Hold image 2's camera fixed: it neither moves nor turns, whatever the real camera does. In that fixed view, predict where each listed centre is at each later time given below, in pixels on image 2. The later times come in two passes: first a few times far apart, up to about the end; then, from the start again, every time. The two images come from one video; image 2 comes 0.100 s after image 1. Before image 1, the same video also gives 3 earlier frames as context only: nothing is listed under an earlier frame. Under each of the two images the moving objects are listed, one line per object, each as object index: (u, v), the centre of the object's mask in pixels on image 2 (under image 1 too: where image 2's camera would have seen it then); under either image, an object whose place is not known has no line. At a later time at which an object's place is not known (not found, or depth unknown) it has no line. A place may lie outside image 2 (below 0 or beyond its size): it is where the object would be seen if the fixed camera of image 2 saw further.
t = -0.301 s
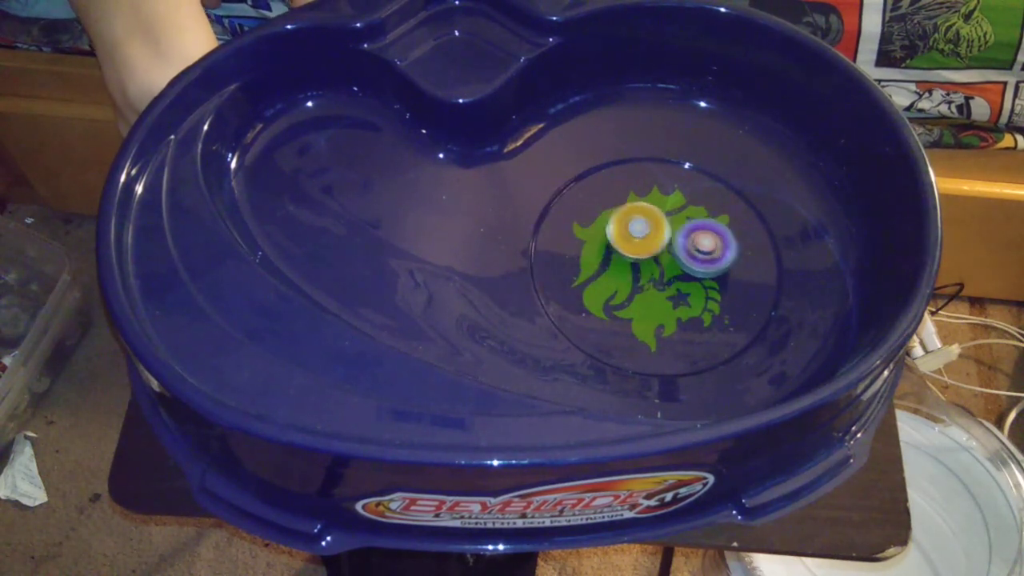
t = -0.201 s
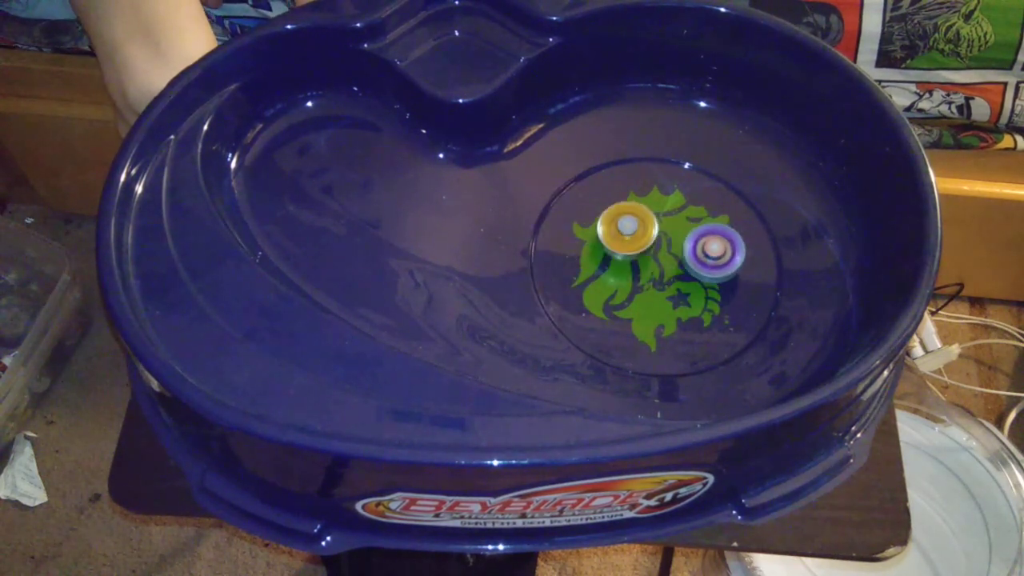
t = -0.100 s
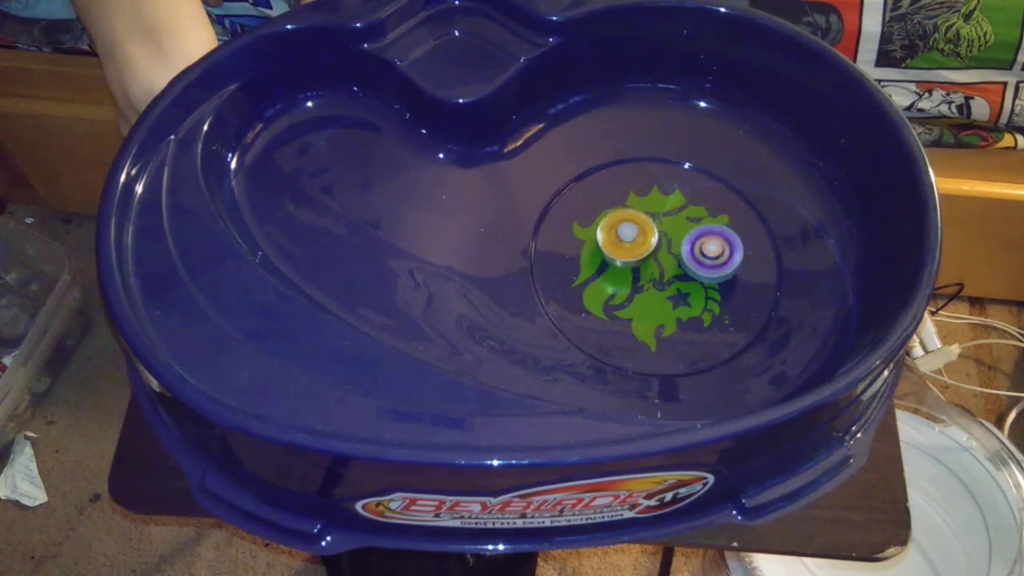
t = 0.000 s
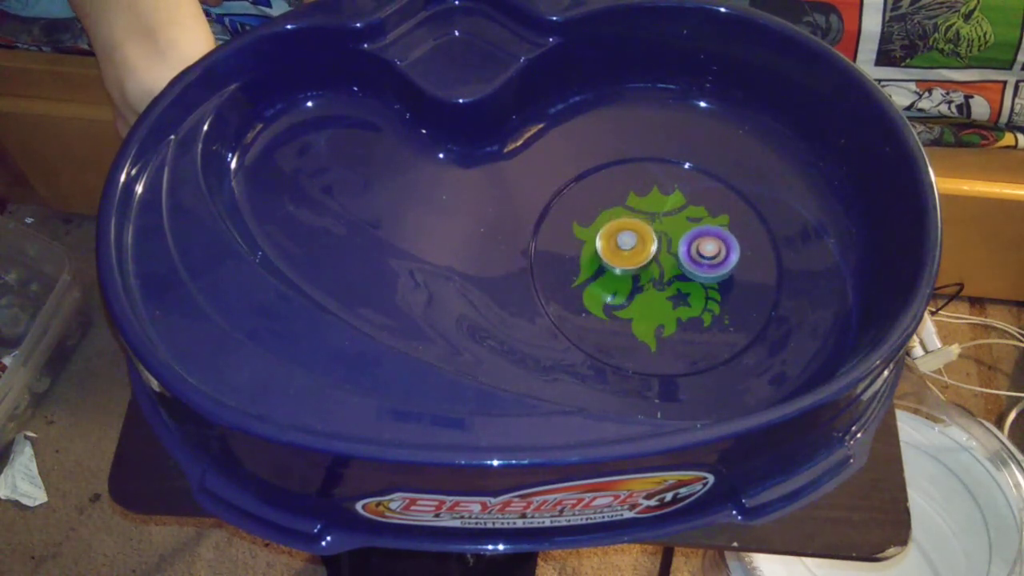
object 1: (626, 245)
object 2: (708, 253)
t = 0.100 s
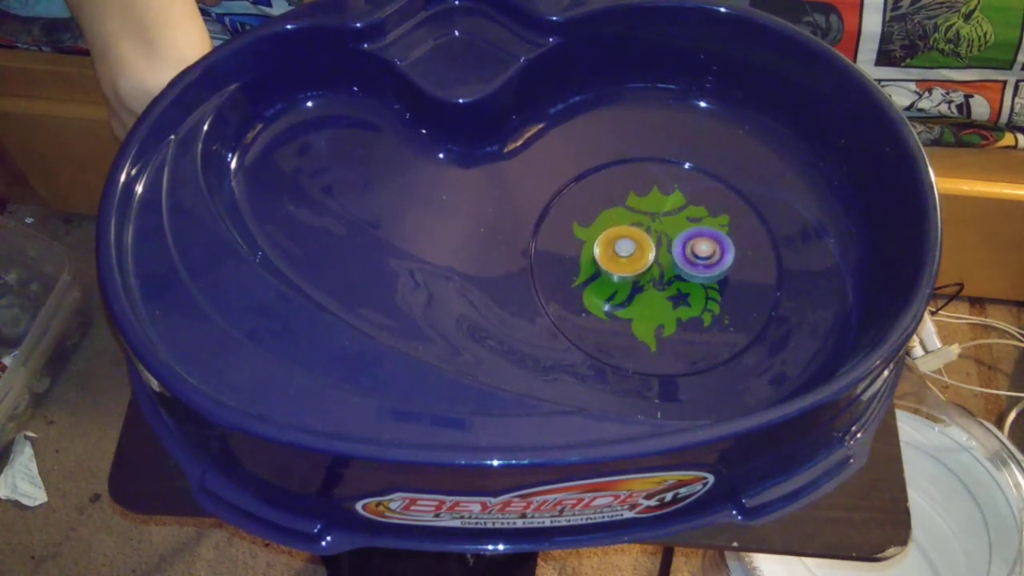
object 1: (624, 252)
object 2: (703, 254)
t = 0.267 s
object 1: (619, 262)
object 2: (690, 255)
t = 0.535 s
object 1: (604, 267)
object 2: (672, 251)
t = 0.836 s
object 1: (584, 265)
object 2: (674, 238)
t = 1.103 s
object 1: (561, 266)
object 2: (698, 223)
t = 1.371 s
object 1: (586, 260)
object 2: (696, 223)
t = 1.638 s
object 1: (627, 269)
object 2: (684, 234)
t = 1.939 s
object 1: (625, 307)
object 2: (680, 236)
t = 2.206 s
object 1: (616, 309)
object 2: (663, 236)
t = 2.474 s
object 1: (619, 283)
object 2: (651, 233)
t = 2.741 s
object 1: (630, 275)
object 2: (655, 221)
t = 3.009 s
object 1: (649, 277)
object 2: (658, 222)
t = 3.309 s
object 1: (642, 304)
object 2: (664, 220)
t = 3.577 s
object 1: (625, 301)
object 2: (660, 228)
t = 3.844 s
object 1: (612, 281)
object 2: (658, 229)
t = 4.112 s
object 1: (624, 276)
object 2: (655, 228)
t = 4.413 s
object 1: (624, 303)
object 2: (662, 214)
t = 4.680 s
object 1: (619, 306)
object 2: (663, 215)
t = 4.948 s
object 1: (626, 285)
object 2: (660, 229)
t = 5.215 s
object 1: (627, 301)
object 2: (668, 222)
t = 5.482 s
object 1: (635, 303)
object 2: (660, 224)
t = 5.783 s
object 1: (646, 291)
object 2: (650, 228)
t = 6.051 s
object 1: (661, 305)
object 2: (641, 214)
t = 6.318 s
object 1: (658, 316)
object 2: (637, 208)
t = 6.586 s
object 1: (651, 292)
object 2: (638, 212)
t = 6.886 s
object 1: (679, 282)
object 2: (634, 226)
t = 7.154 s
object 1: (683, 298)
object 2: (623, 235)
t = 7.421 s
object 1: (662, 279)
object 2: (615, 238)
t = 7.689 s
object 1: (671, 266)
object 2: (611, 233)
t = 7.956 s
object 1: (679, 271)
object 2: (618, 235)
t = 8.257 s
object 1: (684, 284)
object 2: (616, 235)
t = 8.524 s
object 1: (683, 272)
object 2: (615, 242)
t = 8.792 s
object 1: (686, 266)
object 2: (615, 249)
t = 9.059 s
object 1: (683, 262)
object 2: (616, 256)
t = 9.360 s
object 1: (681, 252)
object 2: (618, 262)
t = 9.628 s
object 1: (690, 251)
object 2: (617, 266)
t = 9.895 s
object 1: (685, 252)
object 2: (616, 267)
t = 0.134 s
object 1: (623, 254)
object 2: (701, 254)
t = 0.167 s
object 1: (622, 256)
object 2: (698, 255)
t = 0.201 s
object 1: (621, 259)
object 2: (696, 255)
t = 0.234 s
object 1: (620, 260)
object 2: (693, 255)
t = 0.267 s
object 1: (619, 262)
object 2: (690, 255)
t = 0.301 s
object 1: (618, 263)
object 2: (687, 255)
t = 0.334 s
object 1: (617, 264)
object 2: (683, 254)
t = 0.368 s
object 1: (617, 265)
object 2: (681, 254)
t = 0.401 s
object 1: (616, 266)
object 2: (677, 254)
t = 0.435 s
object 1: (615, 267)
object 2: (675, 253)
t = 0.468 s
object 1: (610, 268)
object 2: (675, 252)
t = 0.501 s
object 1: (606, 267)
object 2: (674, 251)
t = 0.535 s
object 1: (604, 267)
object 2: (672, 251)
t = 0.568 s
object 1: (603, 267)
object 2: (670, 250)
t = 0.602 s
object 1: (603, 266)
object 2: (668, 249)
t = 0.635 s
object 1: (602, 266)
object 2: (666, 248)
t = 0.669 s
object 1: (603, 266)
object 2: (664, 247)
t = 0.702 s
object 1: (603, 265)
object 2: (663, 246)
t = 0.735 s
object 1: (603, 265)
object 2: (662, 245)
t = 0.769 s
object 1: (604, 265)
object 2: (660, 244)
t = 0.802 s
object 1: (599, 264)
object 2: (663, 242)
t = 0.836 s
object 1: (584, 265)
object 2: (674, 238)
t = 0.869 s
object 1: (573, 267)
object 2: (684, 234)
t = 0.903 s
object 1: (565, 267)
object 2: (691, 232)
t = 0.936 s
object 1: (561, 267)
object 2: (694, 229)
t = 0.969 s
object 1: (560, 267)
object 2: (696, 227)
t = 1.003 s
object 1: (559, 266)
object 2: (697, 226)
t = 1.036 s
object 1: (559, 266)
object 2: (698, 225)
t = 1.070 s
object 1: (560, 266)
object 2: (698, 224)
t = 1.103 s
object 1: (561, 266)
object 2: (698, 223)
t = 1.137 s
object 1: (563, 265)
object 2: (698, 222)
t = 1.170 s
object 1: (565, 263)
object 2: (698, 222)
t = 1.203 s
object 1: (567, 263)
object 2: (698, 222)
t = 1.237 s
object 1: (570, 263)
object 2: (698, 222)
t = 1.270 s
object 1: (573, 262)
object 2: (697, 222)
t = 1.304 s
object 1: (577, 261)
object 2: (697, 222)
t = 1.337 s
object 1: (581, 261)
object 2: (697, 222)
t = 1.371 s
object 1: (586, 260)
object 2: (696, 223)
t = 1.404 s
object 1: (590, 261)
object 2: (695, 224)
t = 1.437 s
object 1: (595, 261)
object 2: (694, 224)
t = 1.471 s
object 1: (600, 261)
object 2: (694, 226)
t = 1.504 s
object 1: (605, 262)
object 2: (692, 227)
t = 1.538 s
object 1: (611, 264)
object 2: (691, 228)
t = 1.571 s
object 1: (616, 265)
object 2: (689, 230)
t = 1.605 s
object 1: (621, 267)
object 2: (687, 232)
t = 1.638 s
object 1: (627, 269)
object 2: (684, 234)
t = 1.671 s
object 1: (631, 271)
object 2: (682, 236)
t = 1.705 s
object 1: (635, 274)
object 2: (680, 237)
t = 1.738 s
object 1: (630, 280)
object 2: (682, 236)
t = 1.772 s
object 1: (627, 287)
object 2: (685, 235)
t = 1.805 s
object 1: (626, 292)
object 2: (686, 235)
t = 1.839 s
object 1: (626, 296)
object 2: (685, 235)
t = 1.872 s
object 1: (626, 300)
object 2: (683, 236)
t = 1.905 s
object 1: (626, 304)
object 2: (682, 236)
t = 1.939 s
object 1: (625, 307)
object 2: (680, 236)
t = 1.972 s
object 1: (624, 310)
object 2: (678, 236)
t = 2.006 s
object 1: (623, 312)
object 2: (676, 237)
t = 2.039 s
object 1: (621, 313)
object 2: (674, 237)
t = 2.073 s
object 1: (620, 313)
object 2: (672, 237)
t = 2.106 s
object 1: (619, 313)
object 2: (670, 237)
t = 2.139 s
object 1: (618, 312)
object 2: (667, 236)
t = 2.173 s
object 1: (617, 310)
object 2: (665, 236)
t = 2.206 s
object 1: (616, 309)
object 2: (663, 236)
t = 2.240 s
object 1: (616, 307)
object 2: (661, 236)
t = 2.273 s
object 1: (615, 304)
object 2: (659, 236)
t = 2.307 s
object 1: (614, 302)
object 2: (657, 235)
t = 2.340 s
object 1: (615, 298)
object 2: (656, 235)
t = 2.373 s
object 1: (615, 294)
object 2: (654, 234)
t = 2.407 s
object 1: (616, 291)
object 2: (653, 234)
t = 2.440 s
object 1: (618, 286)
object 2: (652, 234)
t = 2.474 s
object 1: (619, 283)
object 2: (651, 233)
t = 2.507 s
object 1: (622, 279)
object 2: (651, 232)
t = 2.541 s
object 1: (622, 278)
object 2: (651, 230)
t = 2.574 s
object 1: (623, 276)
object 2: (652, 229)
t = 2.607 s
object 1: (623, 276)
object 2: (653, 227)
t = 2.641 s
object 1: (623, 276)
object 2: (654, 224)
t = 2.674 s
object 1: (625, 275)
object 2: (654, 223)
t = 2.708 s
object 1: (627, 275)
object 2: (655, 222)
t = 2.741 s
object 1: (630, 275)
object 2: (655, 221)
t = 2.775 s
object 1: (632, 274)
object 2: (656, 220)
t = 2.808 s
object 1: (635, 275)
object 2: (656, 220)
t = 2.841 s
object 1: (638, 274)
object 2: (657, 220)
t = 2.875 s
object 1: (640, 275)
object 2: (657, 220)
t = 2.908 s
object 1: (643, 276)
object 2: (657, 220)
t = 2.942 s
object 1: (645, 276)
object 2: (657, 220)
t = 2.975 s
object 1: (647, 277)
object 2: (658, 221)
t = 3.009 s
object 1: (649, 277)
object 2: (658, 222)
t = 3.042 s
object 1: (650, 278)
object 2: (658, 222)
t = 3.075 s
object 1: (651, 279)
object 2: (659, 223)
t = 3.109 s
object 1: (652, 279)
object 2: (659, 224)
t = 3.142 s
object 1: (653, 280)
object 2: (659, 225)
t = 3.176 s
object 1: (651, 286)
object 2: (661, 222)
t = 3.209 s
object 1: (648, 294)
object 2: (663, 219)
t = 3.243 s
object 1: (646, 298)
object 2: (664, 218)
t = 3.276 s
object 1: (644, 302)
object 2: (664, 219)
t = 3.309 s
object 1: (642, 304)
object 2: (664, 220)
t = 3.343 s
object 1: (639, 306)
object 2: (664, 220)
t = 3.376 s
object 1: (638, 307)
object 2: (664, 221)
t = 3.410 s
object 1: (635, 307)
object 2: (663, 222)
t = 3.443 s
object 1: (633, 308)
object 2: (663, 223)
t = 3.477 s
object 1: (630, 306)
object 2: (662, 224)
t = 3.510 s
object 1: (628, 305)
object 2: (662, 226)
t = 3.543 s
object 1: (626, 303)
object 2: (661, 227)
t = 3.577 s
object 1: (625, 301)
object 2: (660, 228)
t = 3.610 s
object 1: (623, 297)
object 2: (659, 230)
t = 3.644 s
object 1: (622, 294)
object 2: (657, 231)
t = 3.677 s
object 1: (622, 289)
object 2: (656, 232)
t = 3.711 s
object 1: (621, 286)
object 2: (654, 234)
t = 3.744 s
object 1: (622, 282)
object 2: (653, 235)
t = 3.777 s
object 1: (618, 281)
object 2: (654, 233)
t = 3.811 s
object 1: (615, 282)
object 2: (657, 230)
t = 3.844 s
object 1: (612, 281)
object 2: (658, 229)
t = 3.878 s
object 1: (613, 280)
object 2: (657, 230)
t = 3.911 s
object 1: (614, 279)
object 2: (657, 230)
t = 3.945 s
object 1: (616, 278)
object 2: (656, 230)
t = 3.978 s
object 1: (617, 276)
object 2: (655, 229)
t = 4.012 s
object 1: (620, 276)
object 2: (655, 229)
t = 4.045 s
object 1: (622, 275)
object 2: (655, 229)
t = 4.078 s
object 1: (623, 276)
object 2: (655, 228)
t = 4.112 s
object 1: (624, 276)
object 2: (655, 228)
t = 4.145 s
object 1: (625, 277)
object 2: (654, 228)
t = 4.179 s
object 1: (628, 277)
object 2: (654, 227)
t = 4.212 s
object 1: (629, 278)
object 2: (653, 227)
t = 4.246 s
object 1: (632, 278)
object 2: (653, 227)
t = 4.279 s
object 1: (632, 280)
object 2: (653, 226)
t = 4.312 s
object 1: (628, 288)
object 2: (657, 220)
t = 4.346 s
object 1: (626, 296)
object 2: (660, 216)
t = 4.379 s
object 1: (625, 300)
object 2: (662, 214)
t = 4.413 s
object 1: (624, 303)
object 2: (662, 214)
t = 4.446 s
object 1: (624, 305)
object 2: (662, 213)
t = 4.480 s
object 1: (623, 307)
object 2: (663, 213)
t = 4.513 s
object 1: (623, 308)
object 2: (663, 213)
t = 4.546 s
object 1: (622, 309)
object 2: (663, 213)
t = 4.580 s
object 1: (622, 309)
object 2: (663, 213)
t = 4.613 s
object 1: (620, 309)
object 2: (663, 214)
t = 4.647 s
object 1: (620, 308)
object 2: (663, 214)
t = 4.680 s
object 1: (619, 306)
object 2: (663, 215)
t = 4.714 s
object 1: (619, 304)
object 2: (663, 217)
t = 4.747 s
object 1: (618, 302)
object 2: (664, 217)
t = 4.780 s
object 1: (618, 300)
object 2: (663, 219)
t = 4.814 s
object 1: (618, 297)
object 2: (663, 220)
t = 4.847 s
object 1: (620, 293)
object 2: (662, 223)
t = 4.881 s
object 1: (621, 291)
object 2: (662, 225)
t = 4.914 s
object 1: (624, 287)
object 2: (661, 227)
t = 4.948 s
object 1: (626, 285)
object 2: (660, 229)
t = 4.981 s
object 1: (630, 282)
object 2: (659, 231)
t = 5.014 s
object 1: (630, 283)
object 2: (660, 231)
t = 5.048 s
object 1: (626, 289)
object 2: (665, 226)
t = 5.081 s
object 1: (622, 295)
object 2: (668, 222)
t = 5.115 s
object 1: (621, 297)
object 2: (670, 221)
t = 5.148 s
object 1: (622, 299)
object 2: (670, 221)
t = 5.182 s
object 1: (625, 300)
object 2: (669, 222)
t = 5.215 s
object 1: (627, 301)
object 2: (668, 222)
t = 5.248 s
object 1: (629, 302)
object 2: (667, 222)
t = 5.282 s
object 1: (630, 303)
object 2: (666, 222)
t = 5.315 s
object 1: (631, 304)
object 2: (665, 222)
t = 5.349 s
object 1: (633, 304)
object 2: (664, 223)
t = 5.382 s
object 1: (633, 304)
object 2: (663, 223)
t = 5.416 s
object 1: (634, 304)
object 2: (662, 224)
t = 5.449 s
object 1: (634, 304)
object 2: (661, 224)
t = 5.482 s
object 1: (635, 303)
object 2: (660, 224)
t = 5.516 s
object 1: (636, 303)
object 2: (659, 225)
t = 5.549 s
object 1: (637, 302)
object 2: (658, 225)
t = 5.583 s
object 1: (637, 302)
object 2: (656, 225)
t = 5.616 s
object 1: (638, 299)
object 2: (656, 226)
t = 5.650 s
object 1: (639, 299)
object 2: (655, 226)
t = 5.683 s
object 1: (640, 296)
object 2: (653, 227)
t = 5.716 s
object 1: (642, 295)
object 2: (652, 227)
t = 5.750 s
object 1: (643, 293)
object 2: (651, 228)
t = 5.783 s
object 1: (646, 291)
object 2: (650, 228)
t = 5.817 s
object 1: (647, 289)
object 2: (649, 228)
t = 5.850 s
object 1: (650, 287)
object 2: (648, 229)
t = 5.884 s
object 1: (651, 287)
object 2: (647, 229)
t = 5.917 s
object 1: (654, 285)
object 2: (646, 229)
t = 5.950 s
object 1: (656, 285)
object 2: (644, 229)
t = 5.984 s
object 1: (658, 286)
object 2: (644, 228)
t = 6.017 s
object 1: (660, 297)
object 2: (643, 220)
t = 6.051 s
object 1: (661, 305)
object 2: (641, 214)
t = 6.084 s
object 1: (661, 311)
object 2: (641, 211)
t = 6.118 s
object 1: (660, 313)
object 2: (640, 210)
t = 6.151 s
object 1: (662, 314)
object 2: (639, 209)
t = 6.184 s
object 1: (661, 315)
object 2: (638, 209)
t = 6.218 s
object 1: (662, 315)
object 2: (638, 208)
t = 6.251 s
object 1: (661, 316)
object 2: (638, 208)
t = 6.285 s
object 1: (659, 316)
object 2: (637, 208)
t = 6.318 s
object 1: (658, 316)
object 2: (637, 208)
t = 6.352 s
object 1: (655, 315)
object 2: (637, 208)
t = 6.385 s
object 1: (654, 311)
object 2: (637, 208)
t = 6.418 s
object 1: (651, 310)
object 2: (637, 208)
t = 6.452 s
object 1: (651, 306)
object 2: (637, 209)
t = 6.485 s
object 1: (650, 304)
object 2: (637, 209)
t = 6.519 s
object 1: (649, 300)
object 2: (637, 210)
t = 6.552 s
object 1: (651, 296)
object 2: (638, 211)
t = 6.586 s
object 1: (651, 292)
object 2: (638, 212)
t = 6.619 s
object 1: (653, 287)
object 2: (638, 214)
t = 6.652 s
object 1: (656, 285)
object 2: (638, 215)
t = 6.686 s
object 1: (658, 281)
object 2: (638, 217)
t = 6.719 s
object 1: (661, 279)
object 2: (638, 219)
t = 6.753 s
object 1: (663, 277)
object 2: (638, 221)
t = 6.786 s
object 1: (668, 275)
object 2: (637, 223)
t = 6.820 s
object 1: (671, 275)
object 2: (636, 225)
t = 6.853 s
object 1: (675, 278)
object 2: (635, 226)
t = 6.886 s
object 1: (679, 282)
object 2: (634, 226)
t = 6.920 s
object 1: (682, 284)
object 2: (632, 227)
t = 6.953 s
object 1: (685, 287)
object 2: (631, 229)
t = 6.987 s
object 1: (686, 289)
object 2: (630, 230)
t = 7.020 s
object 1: (687, 291)
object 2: (629, 231)
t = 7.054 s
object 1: (687, 294)
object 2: (627, 232)
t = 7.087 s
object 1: (686, 295)
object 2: (626, 233)
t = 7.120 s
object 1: (686, 297)
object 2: (624, 235)
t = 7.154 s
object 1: (683, 298)
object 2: (623, 235)
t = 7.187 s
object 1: (681, 298)
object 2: (622, 236)
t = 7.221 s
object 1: (678, 298)
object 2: (620, 237)
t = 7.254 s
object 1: (673, 297)
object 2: (619, 237)
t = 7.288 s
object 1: (671, 293)
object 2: (618, 238)
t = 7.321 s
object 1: (666, 292)
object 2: (617, 238)
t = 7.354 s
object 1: (665, 285)
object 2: (617, 238)
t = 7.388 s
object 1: (663, 282)
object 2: (616, 239)
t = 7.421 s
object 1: (662, 279)
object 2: (615, 238)
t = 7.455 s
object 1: (663, 279)
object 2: (613, 236)
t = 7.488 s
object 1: (662, 278)
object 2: (613, 235)
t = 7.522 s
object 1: (663, 275)
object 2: (612, 234)
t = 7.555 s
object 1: (664, 273)
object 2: (611, 234)
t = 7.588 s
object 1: (665, 270)
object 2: (611, 234)
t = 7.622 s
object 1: (668, 268)
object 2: (611, 234)
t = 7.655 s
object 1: (669, 268)
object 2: (611, 233)
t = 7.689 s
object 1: (671, 266)
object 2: (611, 233)
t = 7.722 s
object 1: (674, 266)
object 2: (611, 232)
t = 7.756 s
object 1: (675, 266)
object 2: (612, 232)
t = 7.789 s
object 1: (678, 265)
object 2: (613, 233)
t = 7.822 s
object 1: (679, 267)
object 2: (614, 233)
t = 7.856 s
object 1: (679, 268)
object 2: (614, 233)
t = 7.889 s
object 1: (680, 269)
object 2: (616, 233)
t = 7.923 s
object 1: (679, 271)
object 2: (617, 234)
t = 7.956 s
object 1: (679, 271)
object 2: (618, 235)
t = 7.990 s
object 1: (679, 272)
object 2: (619, 236)
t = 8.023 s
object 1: (677, 273)
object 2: (621, 237)
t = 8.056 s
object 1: (676, 270)
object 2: (622, 238)
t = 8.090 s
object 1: (681, 276)
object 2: (619, 236)
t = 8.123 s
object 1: (685, 282)
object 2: (617, 233)
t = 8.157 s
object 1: (686, 285)
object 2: (616, 233)
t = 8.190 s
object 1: (685, 287)
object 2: (617, 234)
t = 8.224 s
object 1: (683, 285)
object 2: (617, 234)
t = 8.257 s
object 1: (684, 284)
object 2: (616, 235)
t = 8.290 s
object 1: (683, 283)
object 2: (616, 236)
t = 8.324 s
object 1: (683, 281)
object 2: (616, 237)
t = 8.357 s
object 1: (683, 281)
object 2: (615, 237)
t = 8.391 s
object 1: (682, 279)
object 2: (616, 238)
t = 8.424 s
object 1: (682, 277)
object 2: (615, 239)
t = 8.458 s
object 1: (683, 276)
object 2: (615, 241)
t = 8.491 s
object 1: (682, 274)
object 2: (615, 241)
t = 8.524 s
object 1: (683, 272)
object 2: (615, 242)
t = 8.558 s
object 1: (684, 272)
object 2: (615, 243)
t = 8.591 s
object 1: (683, 270)
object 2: (615, 244)
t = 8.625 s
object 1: (685, 269)
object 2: (615, 245)
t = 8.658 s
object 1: (685, 269)
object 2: (615, 245)
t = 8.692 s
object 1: (685, 268)
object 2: (615, 246)
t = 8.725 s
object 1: (686, 267)
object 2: (615, 247)
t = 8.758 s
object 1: (686, 268)
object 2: (615, 248)
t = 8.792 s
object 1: (686, 266)
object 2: (615, 249)
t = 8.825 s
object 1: (687, 266)
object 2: (615, 250)
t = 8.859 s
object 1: (686, 266)
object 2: (615, 251)
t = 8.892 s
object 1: (685, 265)
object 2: (615, 252)
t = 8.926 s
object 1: (686, 265)
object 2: (615, 253)
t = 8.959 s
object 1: (684, 265)
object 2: (615, 254)
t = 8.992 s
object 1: (684, 263)
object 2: (615, 255)
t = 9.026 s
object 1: (684, 263)
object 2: (615, 255)
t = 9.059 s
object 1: (683, 262)
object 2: (616, 256)
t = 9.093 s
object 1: (682, 260)
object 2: (616, 257)
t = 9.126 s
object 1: (682, 260)
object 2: (616, 258)
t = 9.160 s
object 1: (681, 258)
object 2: (616, 258)
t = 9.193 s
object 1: (682, 257)
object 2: (616, 259)
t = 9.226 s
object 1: (682, 256)
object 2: (617, 260)
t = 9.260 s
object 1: (681, 254)
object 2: (617, 260)
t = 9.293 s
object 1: (682, 253)
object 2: (618, 261)
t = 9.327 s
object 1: (682, 254)
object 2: (618, 262)
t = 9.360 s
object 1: (681, 252)
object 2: (618, 262)
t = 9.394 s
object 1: (682, 252)
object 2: (619, 263)
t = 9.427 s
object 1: (681, 252)
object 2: (620, 263)
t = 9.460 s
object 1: (681, 251)
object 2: (620, 264)
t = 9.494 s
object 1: (682, 251)
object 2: (621, 264)
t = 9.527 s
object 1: (681, 251)
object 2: (621, 265)
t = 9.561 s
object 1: (685, 251)
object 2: (619, 266)
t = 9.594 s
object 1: (689, 251)
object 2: (617, 266)
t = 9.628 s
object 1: (690, 251)
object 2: (617, 266)
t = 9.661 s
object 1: (691, 251)
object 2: (617, 267)
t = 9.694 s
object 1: (691, 252)
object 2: (616, 267)
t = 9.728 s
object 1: (689, 253)
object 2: (616, 267)
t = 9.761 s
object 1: (687, 253)
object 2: (616, 268)
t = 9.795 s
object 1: (687, 253)
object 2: (616, 268)
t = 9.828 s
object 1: (686, 252)
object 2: (616, 268)
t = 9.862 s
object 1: (685, 251)
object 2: (616, 268)
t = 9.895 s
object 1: (685, 252)
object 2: (616, 267)
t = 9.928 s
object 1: (682, 251)
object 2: (617, 267)
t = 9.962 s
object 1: (681, 250)
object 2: (618, 267)
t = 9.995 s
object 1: (680, 250)
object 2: (618, 267)
